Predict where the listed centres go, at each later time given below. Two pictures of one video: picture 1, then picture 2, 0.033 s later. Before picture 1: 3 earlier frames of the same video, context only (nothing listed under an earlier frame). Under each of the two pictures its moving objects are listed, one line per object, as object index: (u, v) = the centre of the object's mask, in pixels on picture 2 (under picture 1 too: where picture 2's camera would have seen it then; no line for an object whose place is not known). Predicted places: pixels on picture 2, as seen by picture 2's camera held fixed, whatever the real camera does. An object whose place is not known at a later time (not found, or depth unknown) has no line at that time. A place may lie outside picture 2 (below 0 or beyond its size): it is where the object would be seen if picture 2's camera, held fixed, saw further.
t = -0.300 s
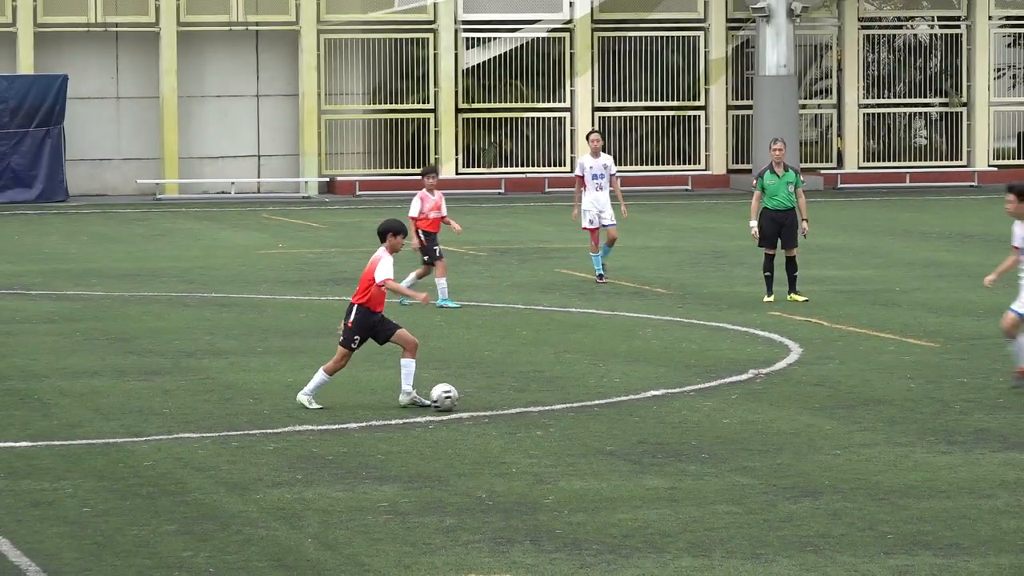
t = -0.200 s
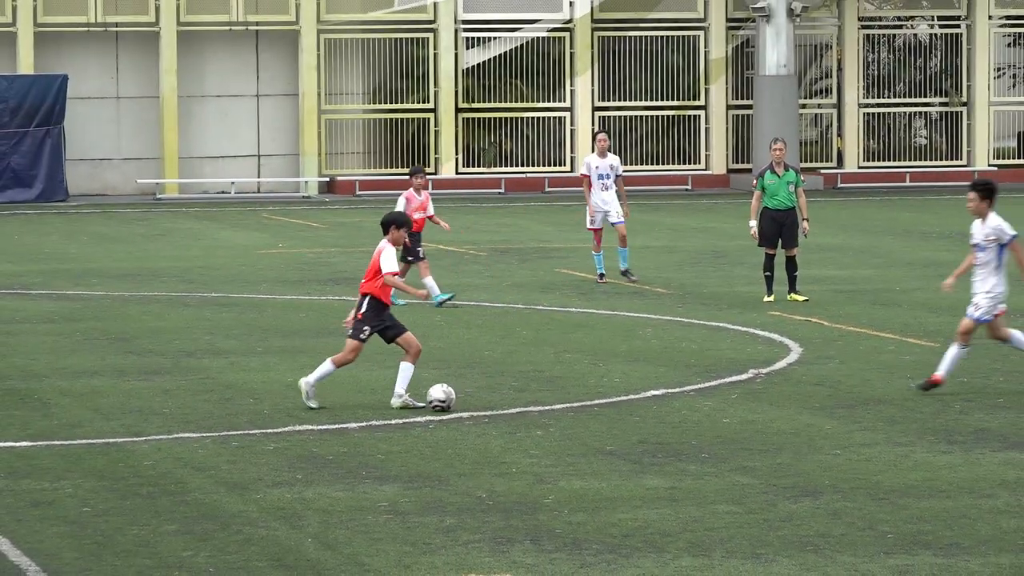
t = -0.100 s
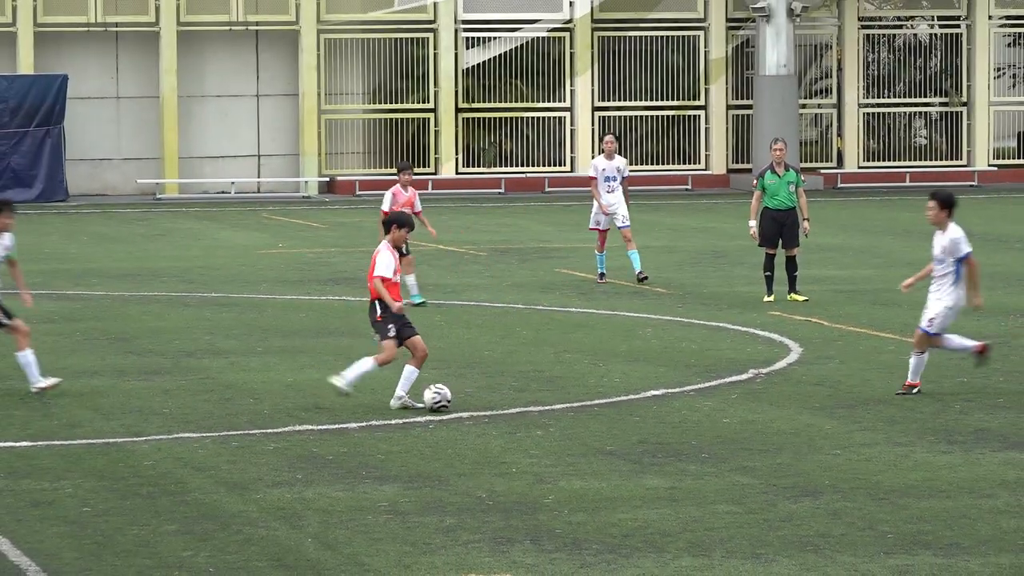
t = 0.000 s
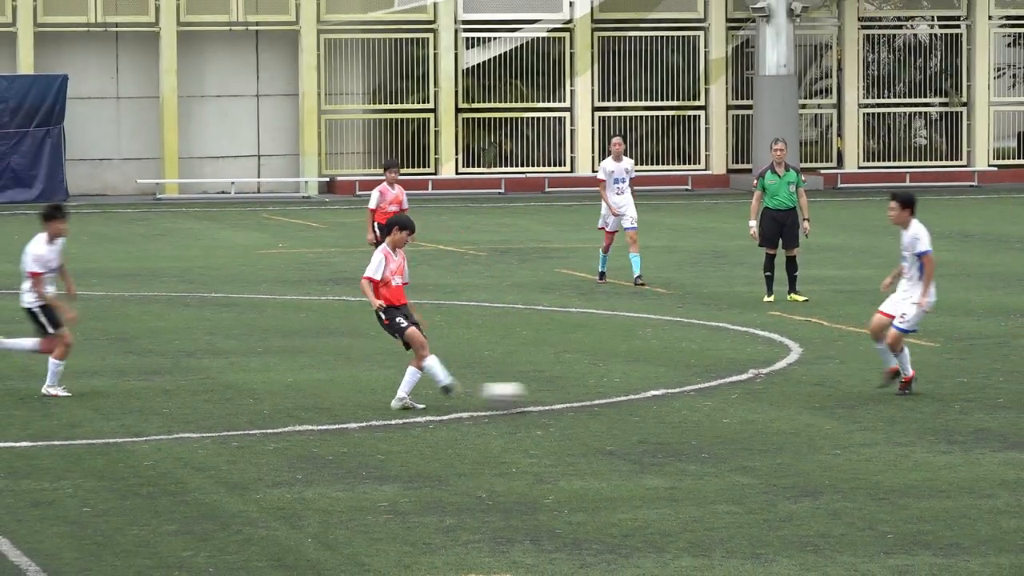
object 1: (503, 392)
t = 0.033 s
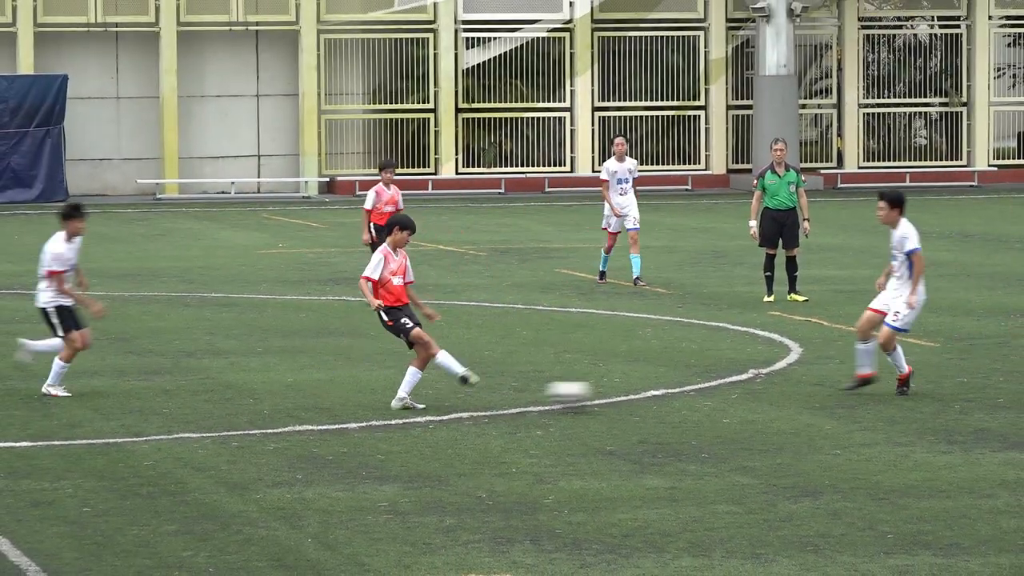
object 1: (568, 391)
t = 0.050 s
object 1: (600, 392)
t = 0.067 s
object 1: (634, 392)
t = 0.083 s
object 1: (667, 393)
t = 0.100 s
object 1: (700, 396)
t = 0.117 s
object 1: (732, 398)
